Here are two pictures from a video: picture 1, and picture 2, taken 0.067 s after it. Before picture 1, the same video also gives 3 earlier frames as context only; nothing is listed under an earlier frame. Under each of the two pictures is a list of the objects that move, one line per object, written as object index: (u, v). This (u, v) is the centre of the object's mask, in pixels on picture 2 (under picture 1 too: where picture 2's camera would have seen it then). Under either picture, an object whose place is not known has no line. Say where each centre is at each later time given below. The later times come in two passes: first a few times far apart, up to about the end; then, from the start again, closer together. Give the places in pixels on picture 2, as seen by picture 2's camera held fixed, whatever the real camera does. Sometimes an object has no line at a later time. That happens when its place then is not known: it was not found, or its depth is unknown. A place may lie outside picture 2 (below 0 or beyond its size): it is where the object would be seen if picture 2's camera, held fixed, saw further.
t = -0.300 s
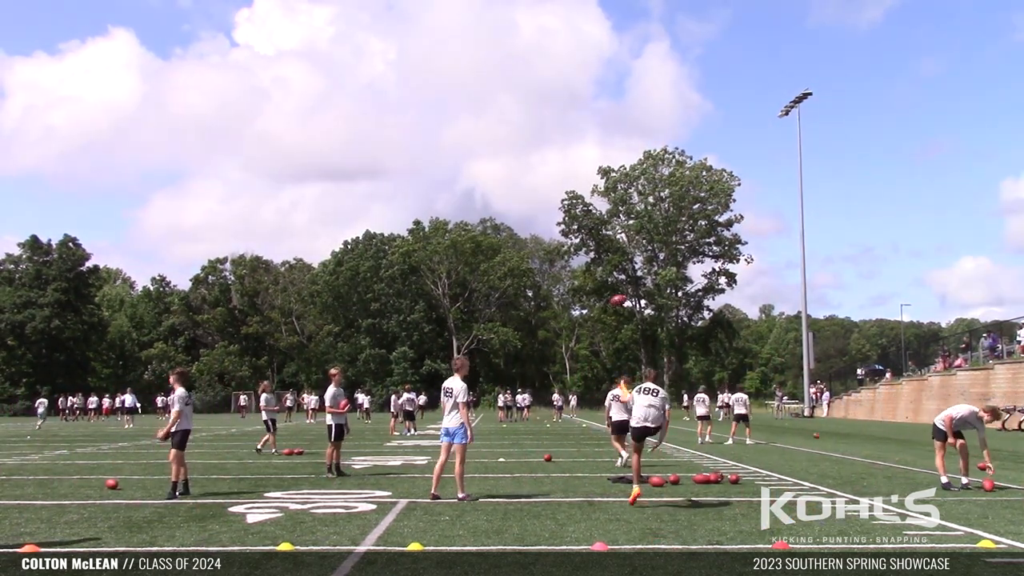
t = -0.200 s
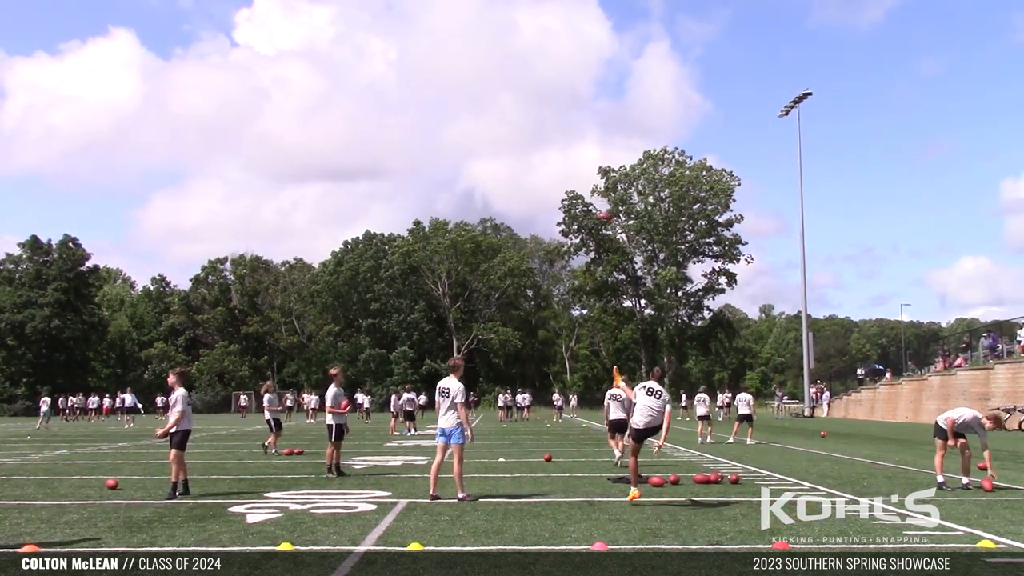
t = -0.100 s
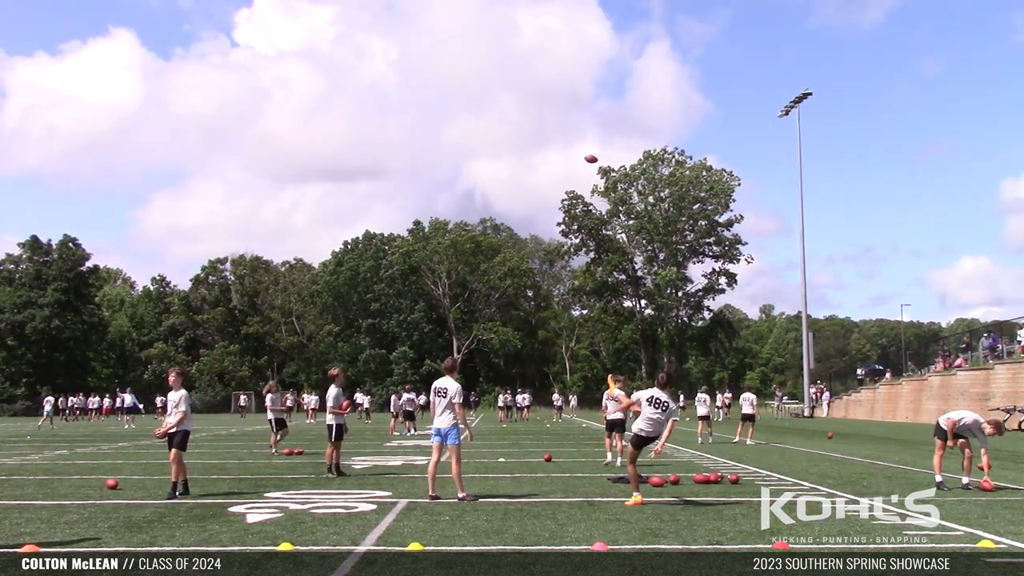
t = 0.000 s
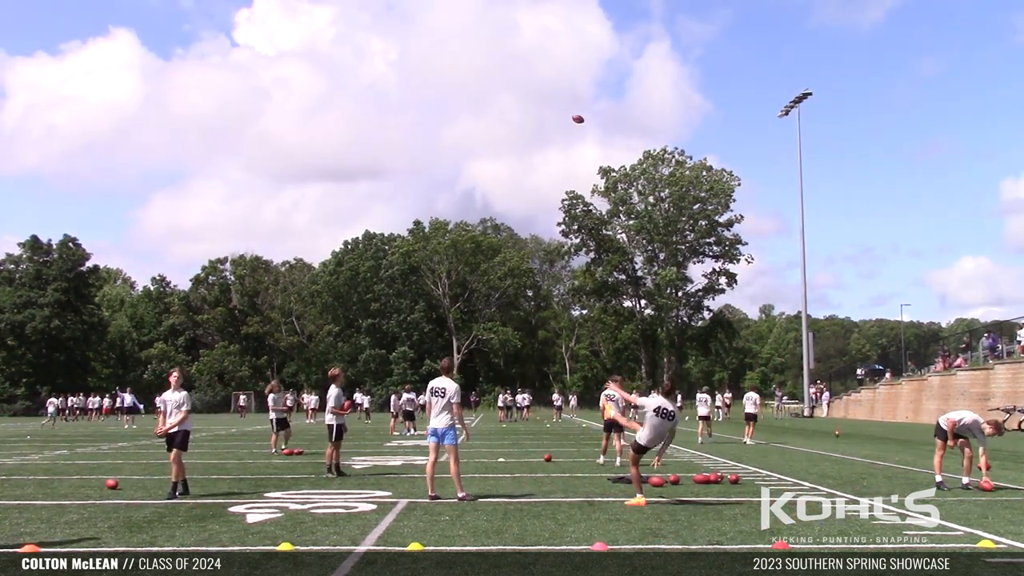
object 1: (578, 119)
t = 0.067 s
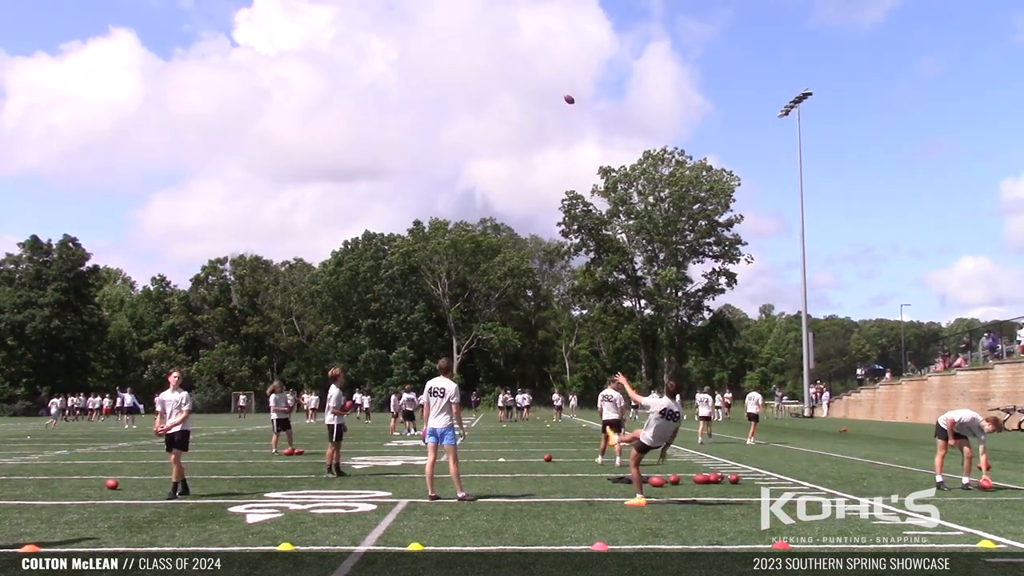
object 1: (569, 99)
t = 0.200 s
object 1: (552, 72)
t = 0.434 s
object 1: (525, 48)
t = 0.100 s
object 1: (565, 91)
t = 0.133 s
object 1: (561, 84)
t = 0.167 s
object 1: (557, 77)
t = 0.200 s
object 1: (552, 72)
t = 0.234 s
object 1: (548, 67)
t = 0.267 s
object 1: (544, 62)
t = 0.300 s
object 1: (540, 59)
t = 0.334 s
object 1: (536, 55)
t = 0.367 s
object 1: (532, 52)
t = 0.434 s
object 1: (525, 48)
